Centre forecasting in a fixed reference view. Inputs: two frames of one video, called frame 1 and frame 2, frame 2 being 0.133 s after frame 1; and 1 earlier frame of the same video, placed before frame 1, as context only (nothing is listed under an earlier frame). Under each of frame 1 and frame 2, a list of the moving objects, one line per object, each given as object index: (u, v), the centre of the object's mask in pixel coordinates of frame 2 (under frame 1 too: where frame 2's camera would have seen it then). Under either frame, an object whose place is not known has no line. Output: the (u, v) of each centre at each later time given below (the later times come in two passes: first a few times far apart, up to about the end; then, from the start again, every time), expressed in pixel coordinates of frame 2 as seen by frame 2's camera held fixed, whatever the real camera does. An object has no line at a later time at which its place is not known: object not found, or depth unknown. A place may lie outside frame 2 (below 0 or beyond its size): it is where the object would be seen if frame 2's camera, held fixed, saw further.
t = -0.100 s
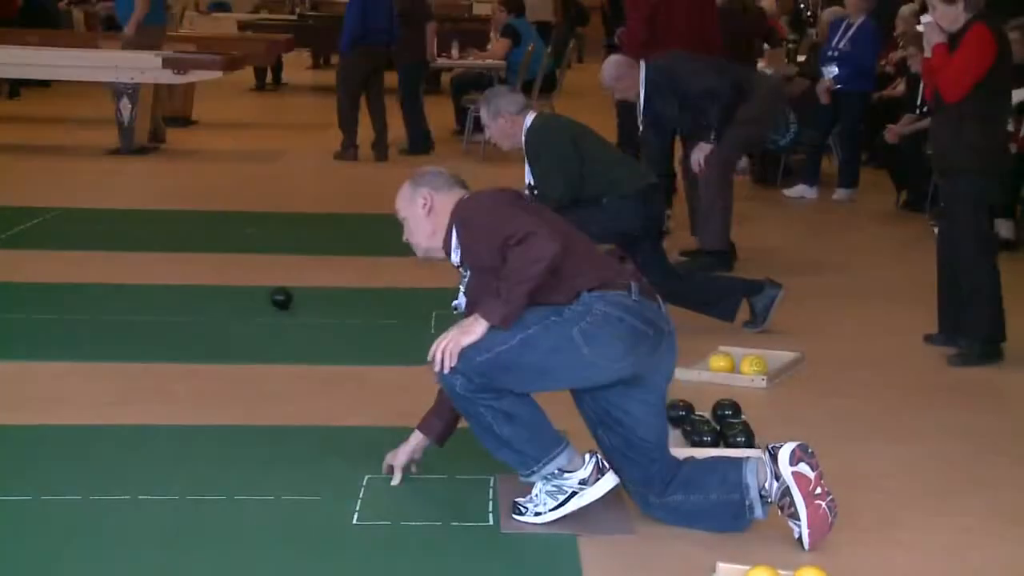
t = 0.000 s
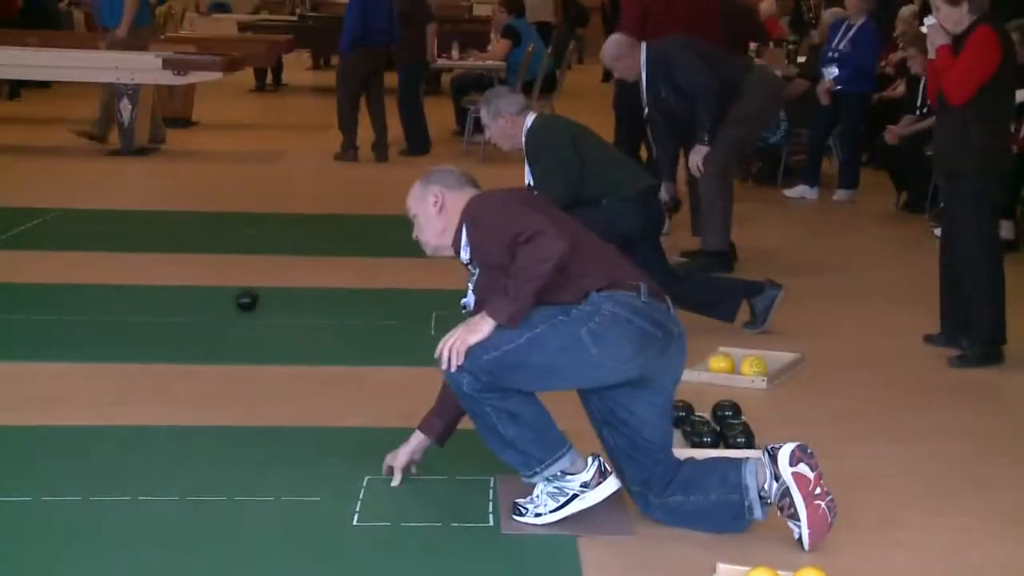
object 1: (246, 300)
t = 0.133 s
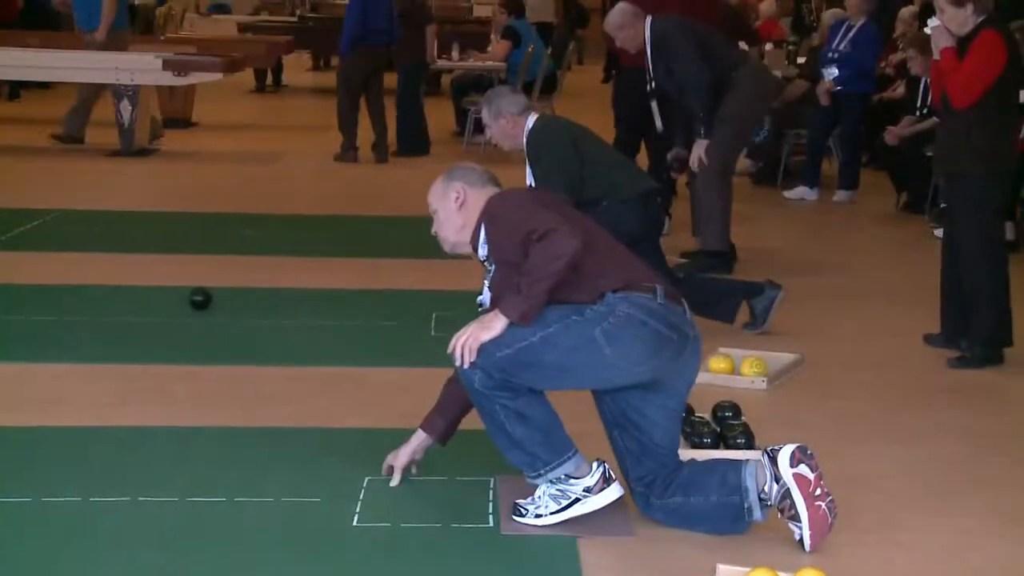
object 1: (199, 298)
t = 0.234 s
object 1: (166, 298)
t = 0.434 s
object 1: (98, 297)
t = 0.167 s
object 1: (188, 298)
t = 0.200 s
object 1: (177, 299)
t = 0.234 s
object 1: (166, 298)
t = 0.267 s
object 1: (155, 297)
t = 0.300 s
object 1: (143, 297)
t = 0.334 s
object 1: (132, 297)
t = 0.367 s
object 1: (121, 297)
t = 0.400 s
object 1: (110, 297)
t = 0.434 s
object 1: (98, 297)
